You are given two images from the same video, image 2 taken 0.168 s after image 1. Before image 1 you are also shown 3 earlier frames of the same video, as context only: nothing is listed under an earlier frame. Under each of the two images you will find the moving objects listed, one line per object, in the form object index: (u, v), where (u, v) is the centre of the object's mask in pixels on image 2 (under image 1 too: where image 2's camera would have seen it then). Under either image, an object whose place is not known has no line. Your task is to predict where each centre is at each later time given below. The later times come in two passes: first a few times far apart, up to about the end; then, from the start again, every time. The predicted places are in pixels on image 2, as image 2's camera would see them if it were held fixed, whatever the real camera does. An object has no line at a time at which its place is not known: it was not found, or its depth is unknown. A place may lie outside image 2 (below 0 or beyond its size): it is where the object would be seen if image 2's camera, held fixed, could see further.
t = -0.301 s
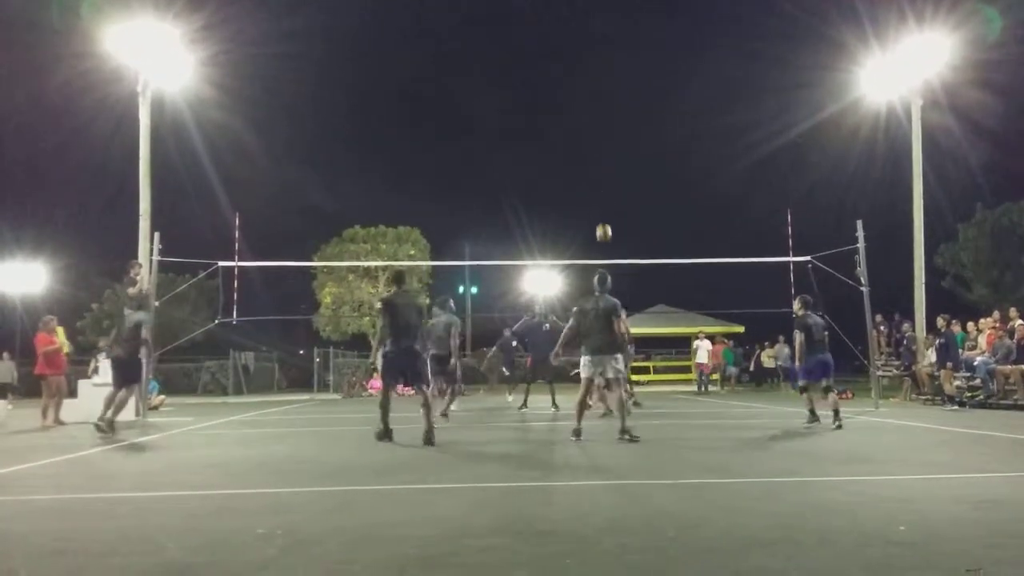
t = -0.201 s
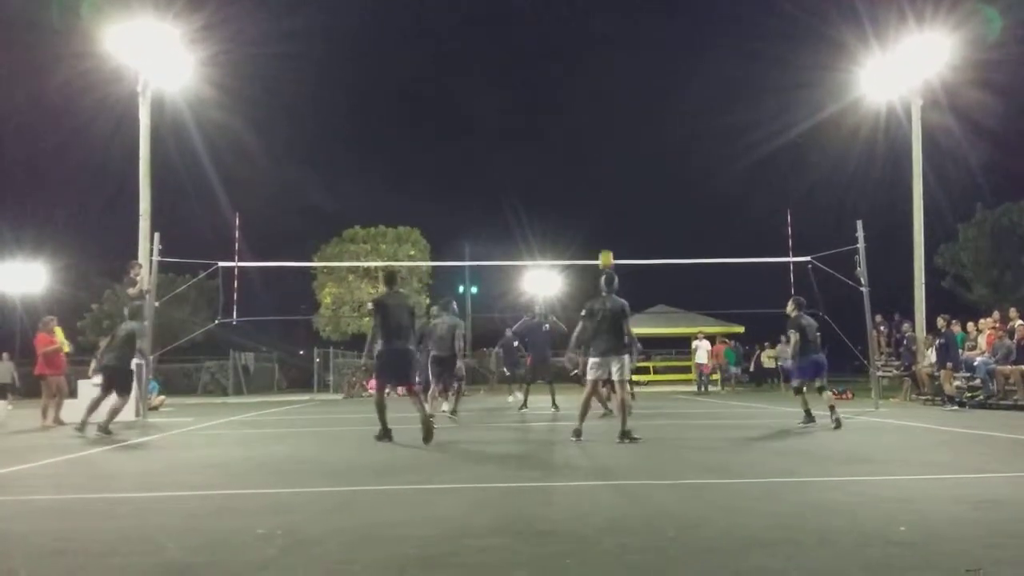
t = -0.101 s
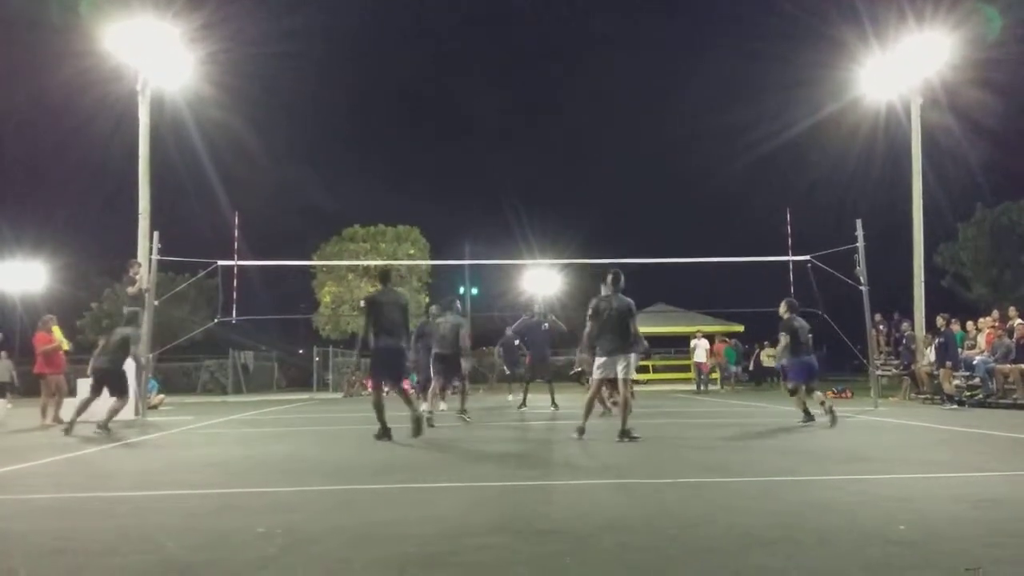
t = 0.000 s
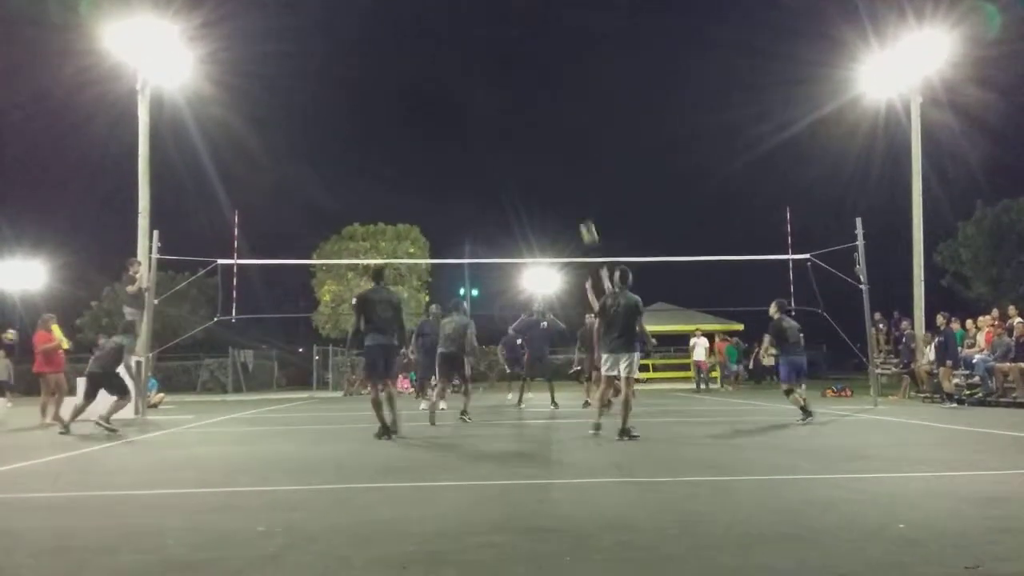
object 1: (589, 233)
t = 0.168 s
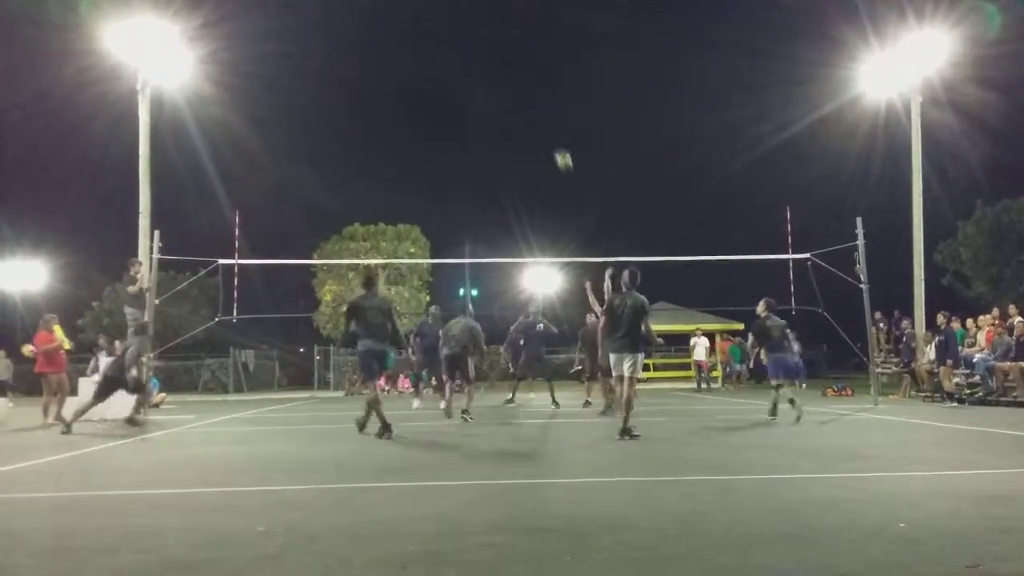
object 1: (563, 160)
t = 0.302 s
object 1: (543, 116)
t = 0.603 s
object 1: (503, 65)
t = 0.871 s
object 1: (472, 66)
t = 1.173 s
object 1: (438, 119)
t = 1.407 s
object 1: (415, 198)
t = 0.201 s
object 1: (558, 148)
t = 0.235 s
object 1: (553, 137)
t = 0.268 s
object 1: (548, 126)
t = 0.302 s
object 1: (543, 116)
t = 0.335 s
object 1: (539, 108)
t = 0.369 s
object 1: (534, 100)
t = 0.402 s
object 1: (530, 93)
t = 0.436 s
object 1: (525, 87)
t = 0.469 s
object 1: (520, 81)
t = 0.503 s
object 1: (516, 76)
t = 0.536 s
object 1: (512, 71)
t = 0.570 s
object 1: (507, 68)
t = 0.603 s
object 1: (503, 65)
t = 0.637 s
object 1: (499, 62)
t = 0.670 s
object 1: (495, 61)
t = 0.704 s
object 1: (491, 60)
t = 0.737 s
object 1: (487, 60)
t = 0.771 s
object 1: (483, 61)
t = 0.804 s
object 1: (479, 62)
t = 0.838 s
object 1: (475, 64)
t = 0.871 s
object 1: (472, 66)
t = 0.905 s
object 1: (468, 70)
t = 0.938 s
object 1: (464, 74)
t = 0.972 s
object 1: (460, 79)
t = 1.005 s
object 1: (456, 84)
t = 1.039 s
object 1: (452, 90)
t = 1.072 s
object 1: (449, 96)
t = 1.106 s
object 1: (445, 103)
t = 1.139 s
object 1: (442, 111)
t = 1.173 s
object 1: (438, 119)
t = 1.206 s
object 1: (435, 129)
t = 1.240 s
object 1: (431, 139)
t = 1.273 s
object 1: (428, 150)
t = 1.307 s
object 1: (424, 161)
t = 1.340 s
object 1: (421, 173)
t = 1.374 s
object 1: (418, 185)
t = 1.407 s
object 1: (415, 198)
